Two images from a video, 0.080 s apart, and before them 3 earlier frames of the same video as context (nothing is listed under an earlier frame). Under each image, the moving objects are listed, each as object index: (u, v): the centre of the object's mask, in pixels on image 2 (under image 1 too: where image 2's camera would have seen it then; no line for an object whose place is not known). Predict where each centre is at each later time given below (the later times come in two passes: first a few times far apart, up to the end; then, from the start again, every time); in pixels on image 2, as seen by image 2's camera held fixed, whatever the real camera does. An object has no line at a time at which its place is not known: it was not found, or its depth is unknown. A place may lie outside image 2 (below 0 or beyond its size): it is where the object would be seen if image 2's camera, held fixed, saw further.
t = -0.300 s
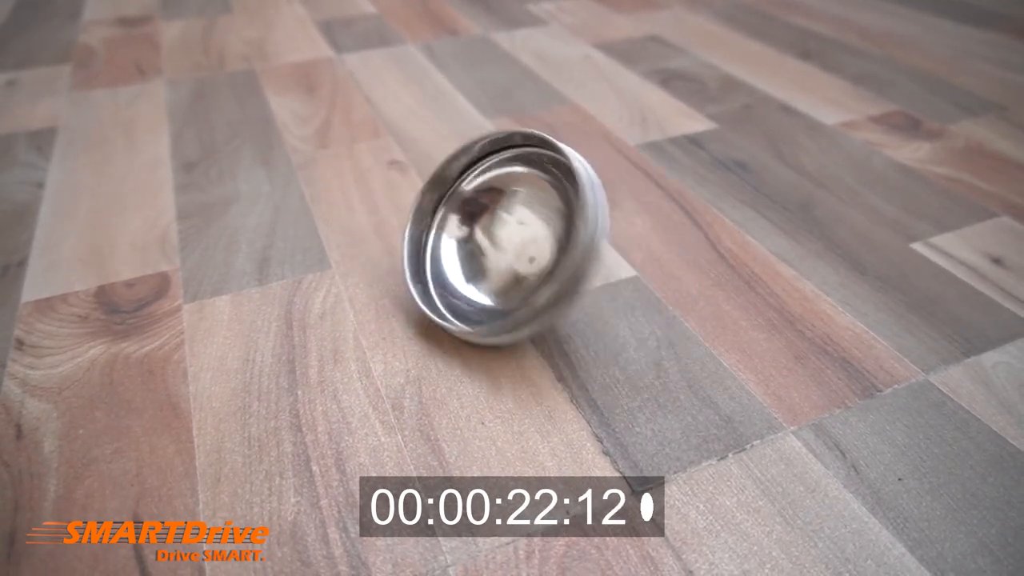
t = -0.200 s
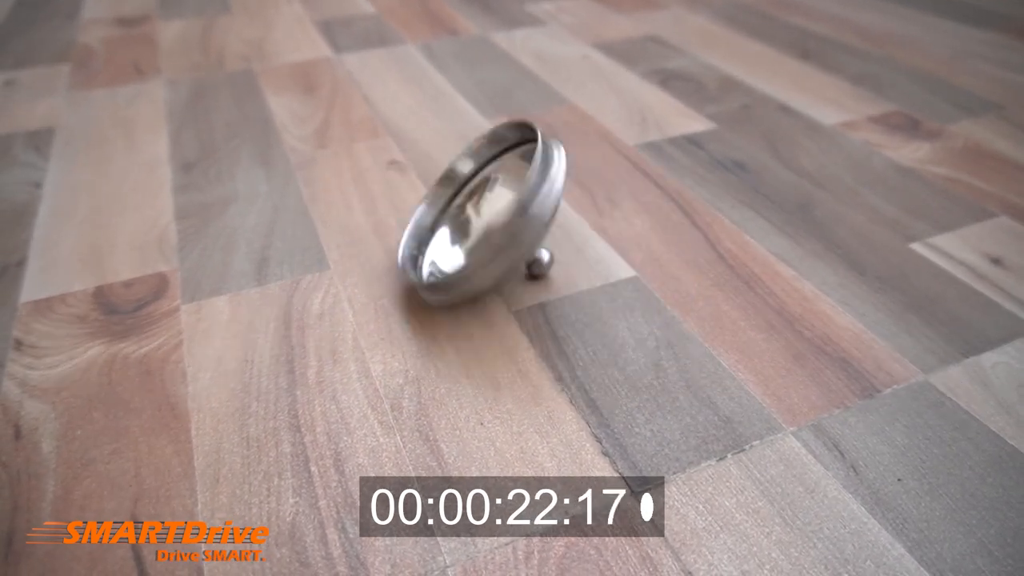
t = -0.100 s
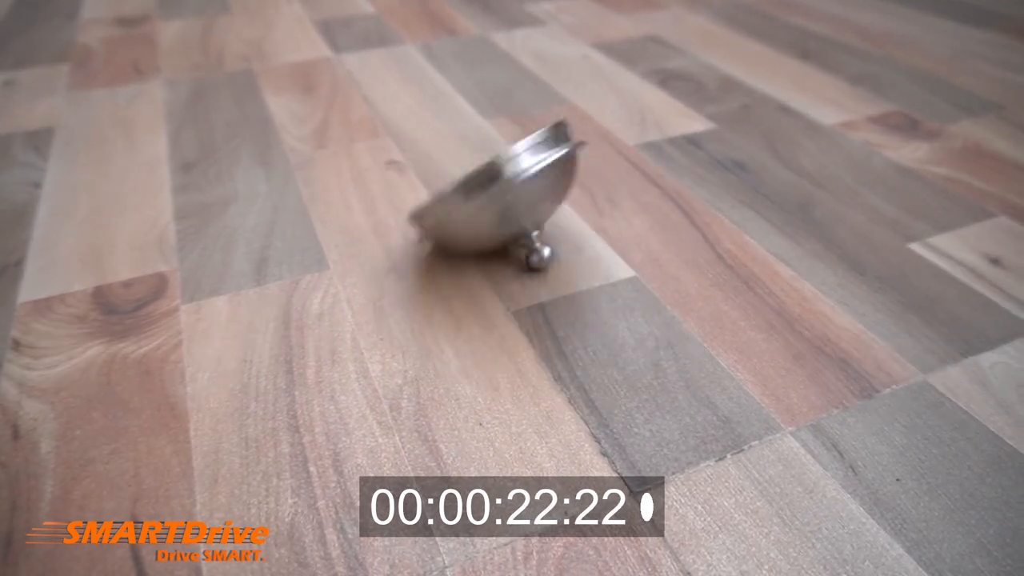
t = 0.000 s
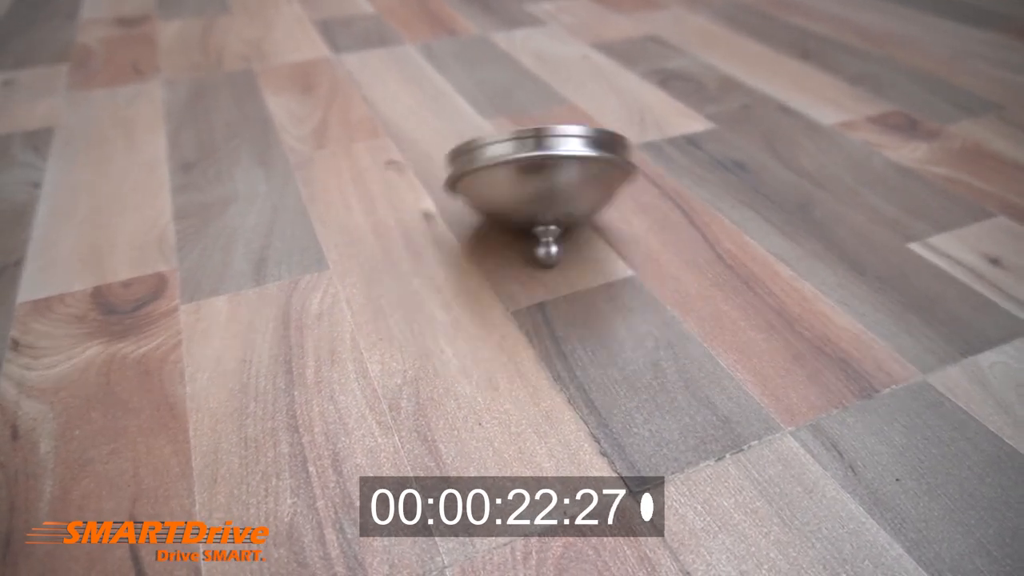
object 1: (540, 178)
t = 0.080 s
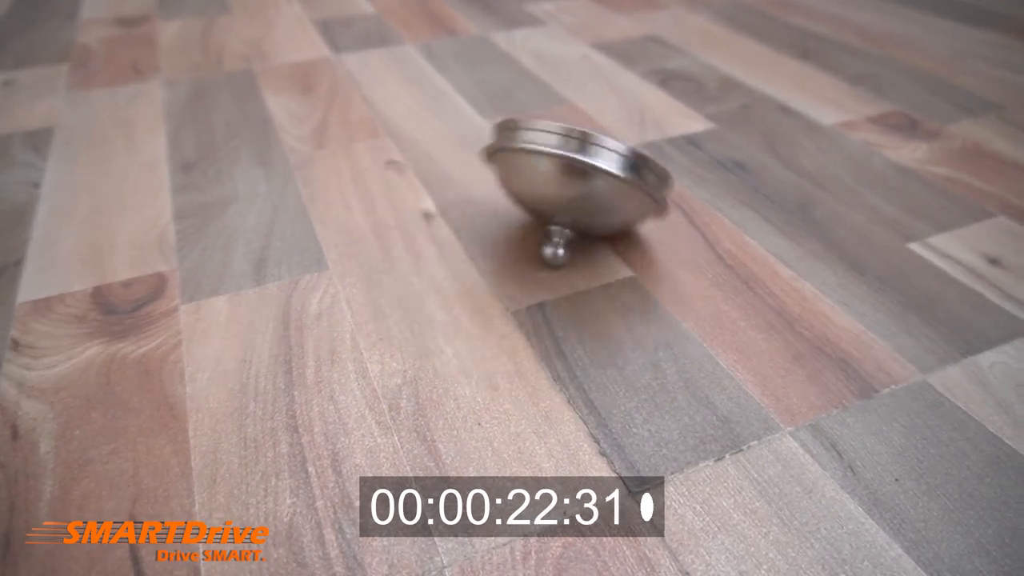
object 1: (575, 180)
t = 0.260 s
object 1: (617, 211)
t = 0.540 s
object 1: (556, 252)
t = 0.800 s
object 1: (486, 214)
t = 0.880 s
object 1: (499, 205)
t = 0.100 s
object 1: (583, 183)
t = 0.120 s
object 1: (589, 186)
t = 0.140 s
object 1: (594, 190)
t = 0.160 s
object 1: (599, 195)
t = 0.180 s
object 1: (602, 198)
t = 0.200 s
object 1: (605, 204)
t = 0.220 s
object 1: (609, 206)
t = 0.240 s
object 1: (613, 208)
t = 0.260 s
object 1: (617, 211)
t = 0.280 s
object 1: (618, 214)
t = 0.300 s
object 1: (620, 218)
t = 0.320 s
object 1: (620, 221)
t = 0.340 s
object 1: (619, 225)
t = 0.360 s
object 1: (617, 229)
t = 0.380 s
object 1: (613, 233)
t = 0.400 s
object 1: (611, 236)
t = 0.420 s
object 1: (603, 241)
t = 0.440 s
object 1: (597, 244)
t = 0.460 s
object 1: (590, 247)
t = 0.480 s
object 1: (582, 249)
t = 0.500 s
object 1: (575, 250)
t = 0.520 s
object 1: (565, 252)
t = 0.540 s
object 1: (556, 252)
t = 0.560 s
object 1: (544, 252)
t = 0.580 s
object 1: (535, 252)
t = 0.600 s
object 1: (527, 251)
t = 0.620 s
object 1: (518, 249)
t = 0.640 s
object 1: (510, 246)
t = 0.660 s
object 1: (502, 242)
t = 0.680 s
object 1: (496, 238)
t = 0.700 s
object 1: (491, 234)
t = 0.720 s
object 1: (487, 230)
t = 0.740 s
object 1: (484, 225)
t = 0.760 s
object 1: (484, 221)
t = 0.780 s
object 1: (484, 217)
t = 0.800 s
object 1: (486, 214)
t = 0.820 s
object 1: (487, 212)
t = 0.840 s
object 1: (490, 210)
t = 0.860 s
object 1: (494, 208)
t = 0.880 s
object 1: (499, 205)
